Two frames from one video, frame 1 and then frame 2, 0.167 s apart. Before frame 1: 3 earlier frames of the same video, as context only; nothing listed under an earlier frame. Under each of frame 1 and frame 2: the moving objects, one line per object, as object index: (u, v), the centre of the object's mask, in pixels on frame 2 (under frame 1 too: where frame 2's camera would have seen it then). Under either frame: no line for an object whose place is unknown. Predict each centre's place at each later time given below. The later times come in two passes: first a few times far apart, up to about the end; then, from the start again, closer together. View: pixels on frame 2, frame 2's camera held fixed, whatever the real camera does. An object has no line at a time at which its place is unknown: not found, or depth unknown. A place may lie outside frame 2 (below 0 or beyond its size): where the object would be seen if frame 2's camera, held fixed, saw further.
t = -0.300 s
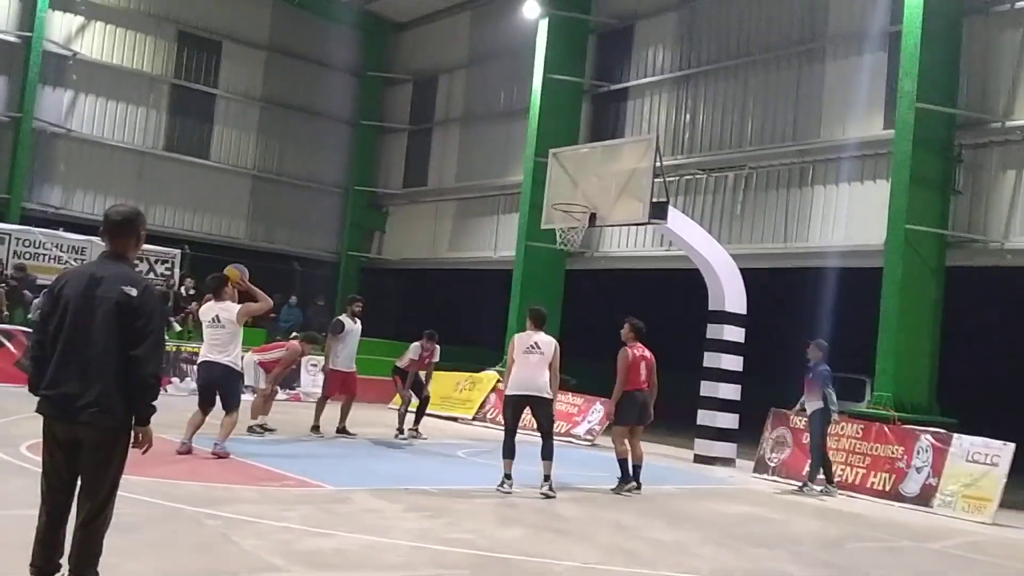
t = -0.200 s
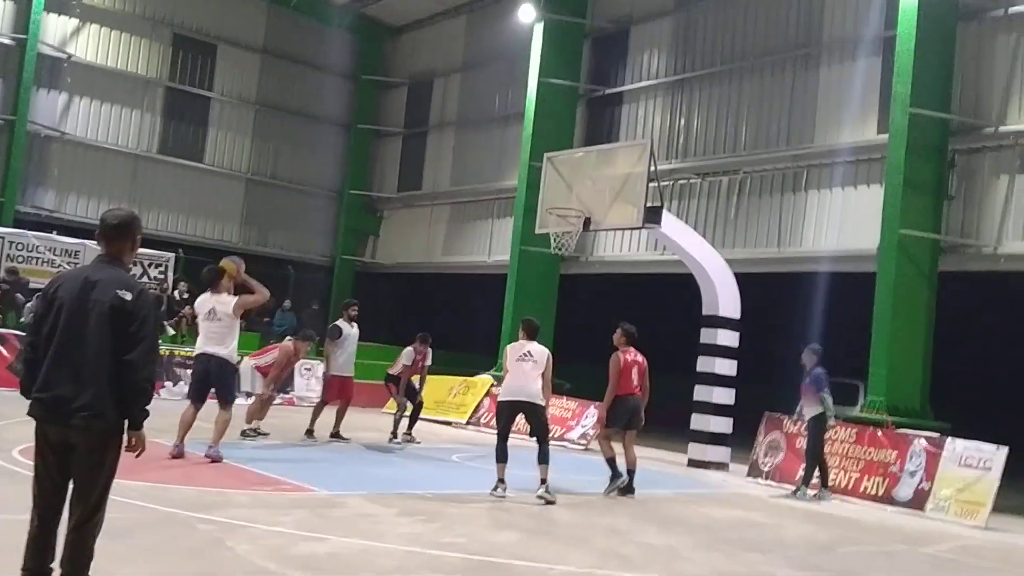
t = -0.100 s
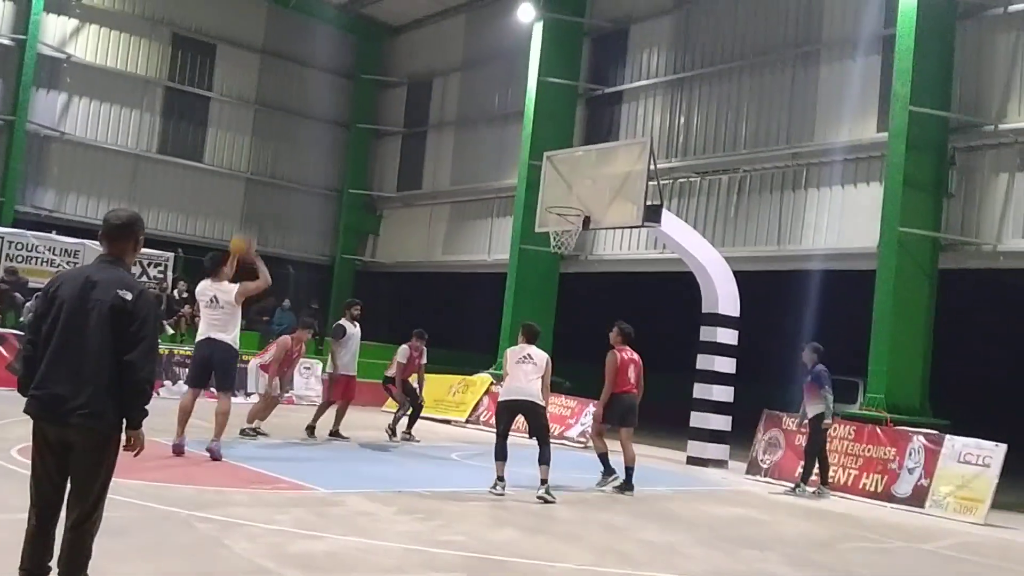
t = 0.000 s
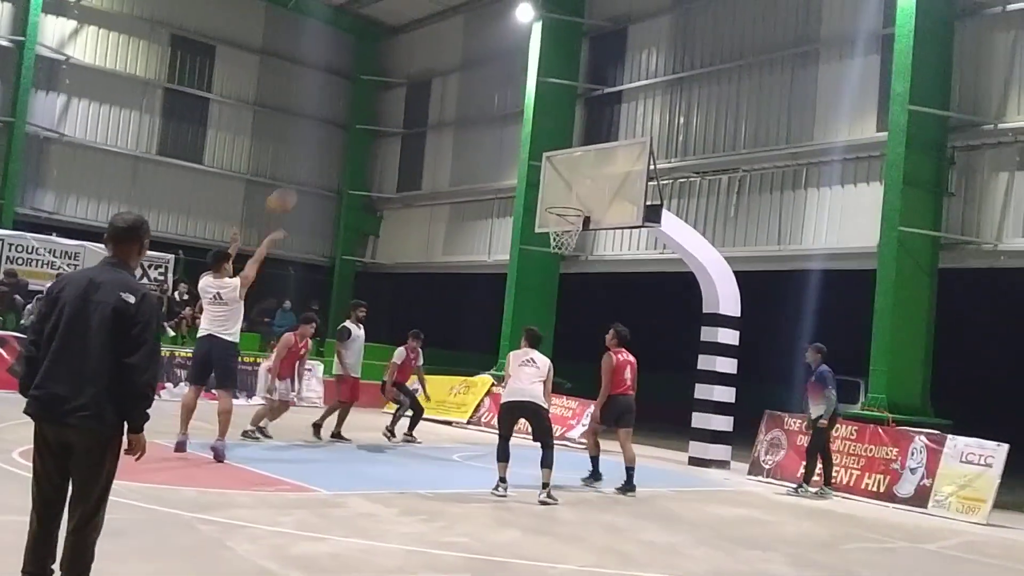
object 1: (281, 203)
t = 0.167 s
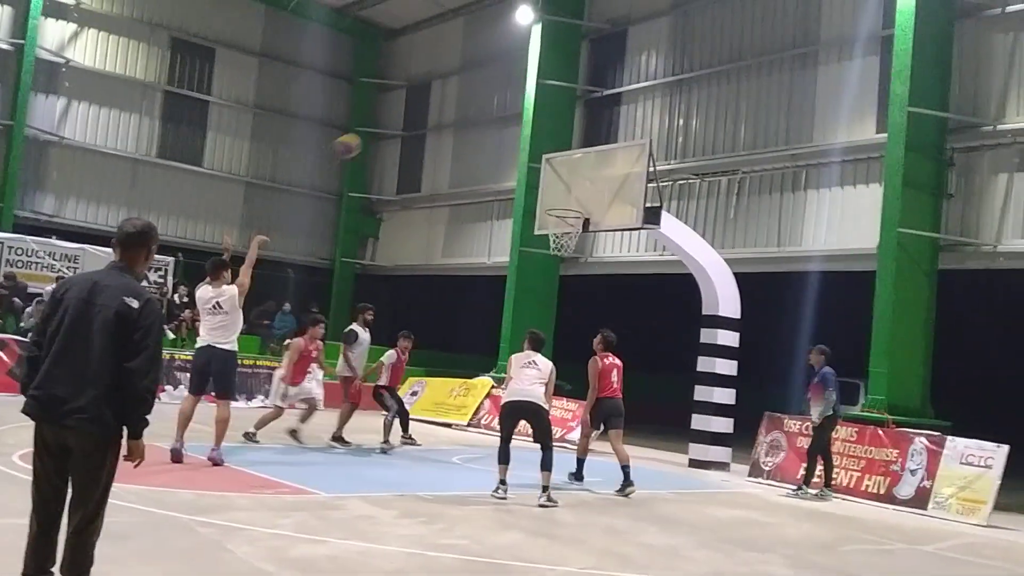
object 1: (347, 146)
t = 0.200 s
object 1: (358, 138)
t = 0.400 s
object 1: (426, 115)
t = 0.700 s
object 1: (506, 142)
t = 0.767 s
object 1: (525, 159)
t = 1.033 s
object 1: (577, 237)
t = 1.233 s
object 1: (595, 277)
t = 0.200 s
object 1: (358, 138)
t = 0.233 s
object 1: (371, 130)
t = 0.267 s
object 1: (382, 124)
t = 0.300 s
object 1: (393, 121)
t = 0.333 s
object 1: (403, 118)
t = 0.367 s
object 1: (415, 116)
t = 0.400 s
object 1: (426, 115)
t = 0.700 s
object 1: (506, 142)
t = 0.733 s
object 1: (515, 151)
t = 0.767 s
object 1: (525, 159)
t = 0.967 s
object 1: (567, 224)
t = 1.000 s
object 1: (569, 231)
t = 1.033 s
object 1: (577, 237)
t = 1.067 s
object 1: (580, 243)
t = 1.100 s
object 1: (581, 245)
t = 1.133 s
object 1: (586, 254)
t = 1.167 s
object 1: (590, 260)
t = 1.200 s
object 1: (592, 268)
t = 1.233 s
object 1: (595, 277)
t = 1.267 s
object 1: (598, 286)
